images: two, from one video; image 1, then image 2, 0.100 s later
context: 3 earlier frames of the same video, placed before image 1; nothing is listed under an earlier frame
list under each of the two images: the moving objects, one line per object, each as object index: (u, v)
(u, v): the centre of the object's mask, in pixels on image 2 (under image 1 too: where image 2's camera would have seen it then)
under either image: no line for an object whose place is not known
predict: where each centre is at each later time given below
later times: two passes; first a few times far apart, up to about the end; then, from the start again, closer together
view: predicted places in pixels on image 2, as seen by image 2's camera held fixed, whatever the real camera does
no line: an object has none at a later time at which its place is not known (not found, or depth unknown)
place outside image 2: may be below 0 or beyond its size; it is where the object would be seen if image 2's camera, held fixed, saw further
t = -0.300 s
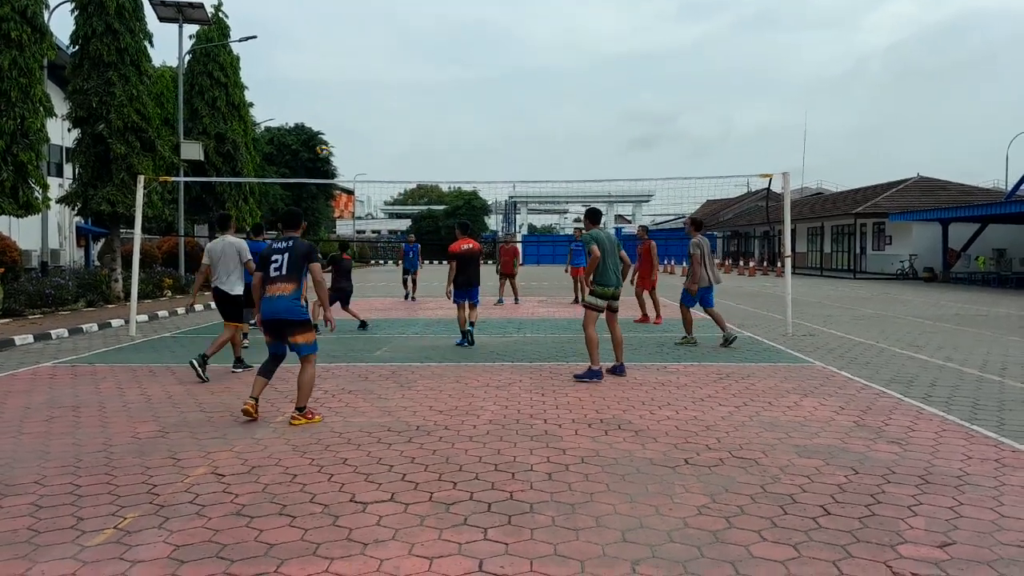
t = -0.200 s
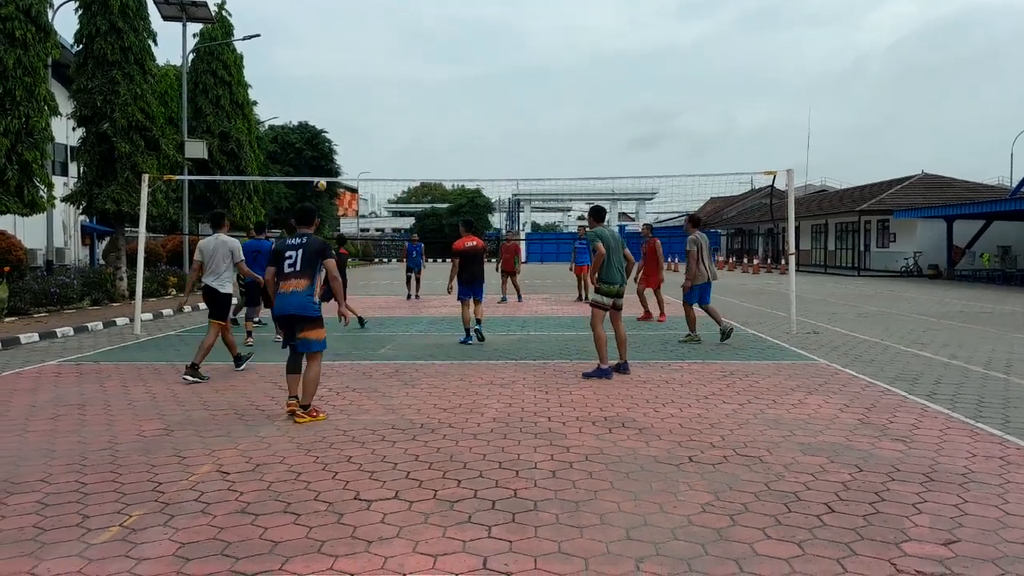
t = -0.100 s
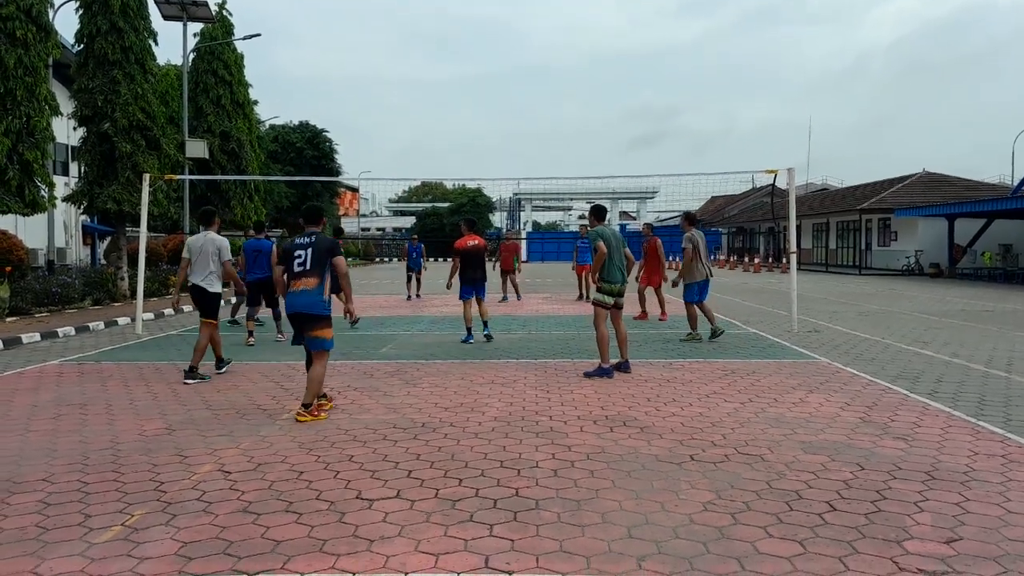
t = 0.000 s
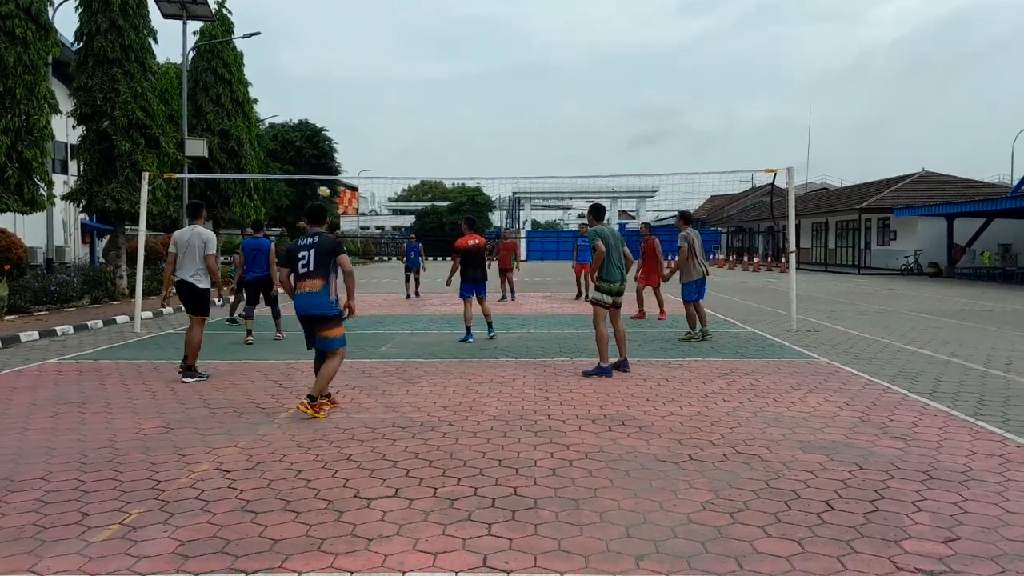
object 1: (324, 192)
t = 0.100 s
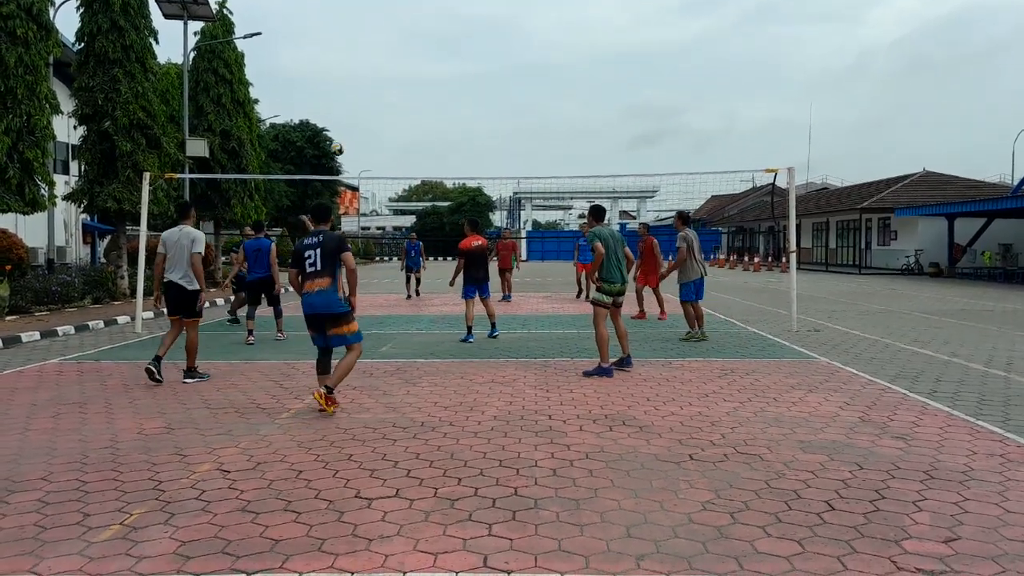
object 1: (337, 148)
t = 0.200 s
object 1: (350, 112)
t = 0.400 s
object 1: (377, 57)
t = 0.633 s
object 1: (408, 25)
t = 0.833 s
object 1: (435, 23)
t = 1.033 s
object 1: (462, 45)
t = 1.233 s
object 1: (487, 90)
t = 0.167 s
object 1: (345, 124)
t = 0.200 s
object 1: (350, 112)
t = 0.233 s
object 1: (354, 101)
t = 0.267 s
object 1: (359, 91)
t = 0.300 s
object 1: (363, 81)
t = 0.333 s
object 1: (368, 73)
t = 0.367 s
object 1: (372, 65)
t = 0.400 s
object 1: (377, 57)
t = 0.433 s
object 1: (381, 50)
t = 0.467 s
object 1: (386, 45)
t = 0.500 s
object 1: (390, 39)
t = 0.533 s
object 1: (395, 34)
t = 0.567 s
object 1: (399, 30)
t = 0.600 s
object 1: (403, 27)
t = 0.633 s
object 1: (408, 25)
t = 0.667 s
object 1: (413, 22)
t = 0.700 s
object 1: (418, 21)
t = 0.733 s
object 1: (423, 20)
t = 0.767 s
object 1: (427, 20)
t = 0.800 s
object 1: (430, 21)
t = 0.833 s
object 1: (435, 23)
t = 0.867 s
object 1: (440, 25)
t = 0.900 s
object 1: (444, 28)
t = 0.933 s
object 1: (448, 31)
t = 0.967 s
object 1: (453, 35)
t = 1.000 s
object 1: (457, 40)
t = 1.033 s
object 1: (462, 45)
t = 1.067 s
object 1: (466, 50)
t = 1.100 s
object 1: (470, 57)
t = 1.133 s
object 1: (474, 65)
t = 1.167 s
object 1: (479, 72)
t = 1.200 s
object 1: (483, 81)
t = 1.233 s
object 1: (487, 90)
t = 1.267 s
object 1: (491, 99)
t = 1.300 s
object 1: (495, 109)
